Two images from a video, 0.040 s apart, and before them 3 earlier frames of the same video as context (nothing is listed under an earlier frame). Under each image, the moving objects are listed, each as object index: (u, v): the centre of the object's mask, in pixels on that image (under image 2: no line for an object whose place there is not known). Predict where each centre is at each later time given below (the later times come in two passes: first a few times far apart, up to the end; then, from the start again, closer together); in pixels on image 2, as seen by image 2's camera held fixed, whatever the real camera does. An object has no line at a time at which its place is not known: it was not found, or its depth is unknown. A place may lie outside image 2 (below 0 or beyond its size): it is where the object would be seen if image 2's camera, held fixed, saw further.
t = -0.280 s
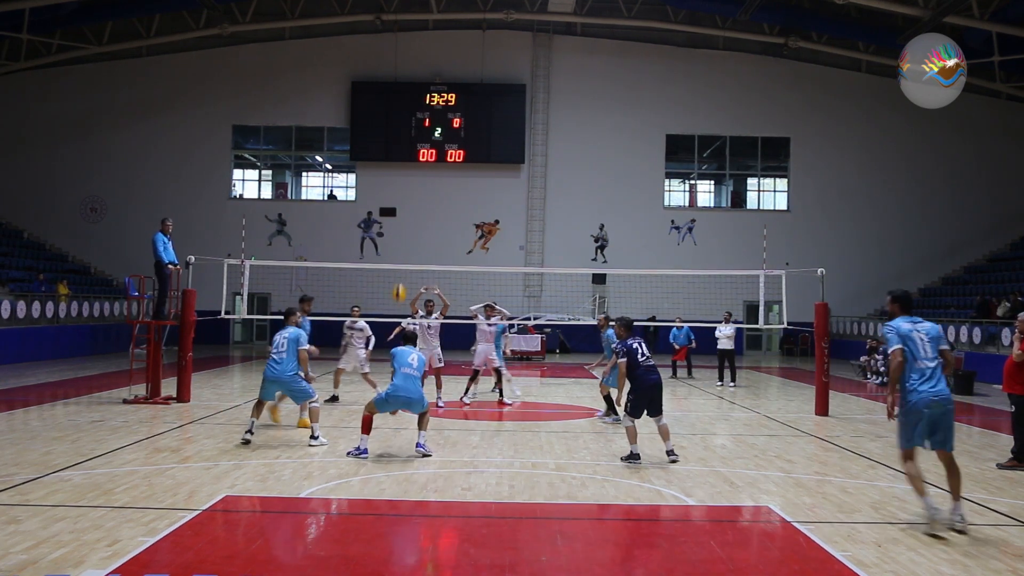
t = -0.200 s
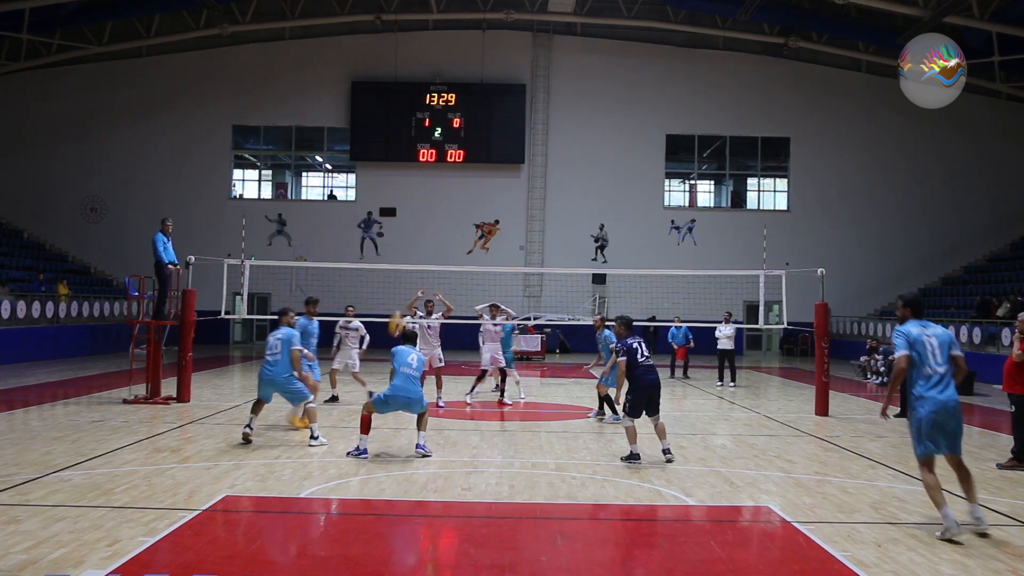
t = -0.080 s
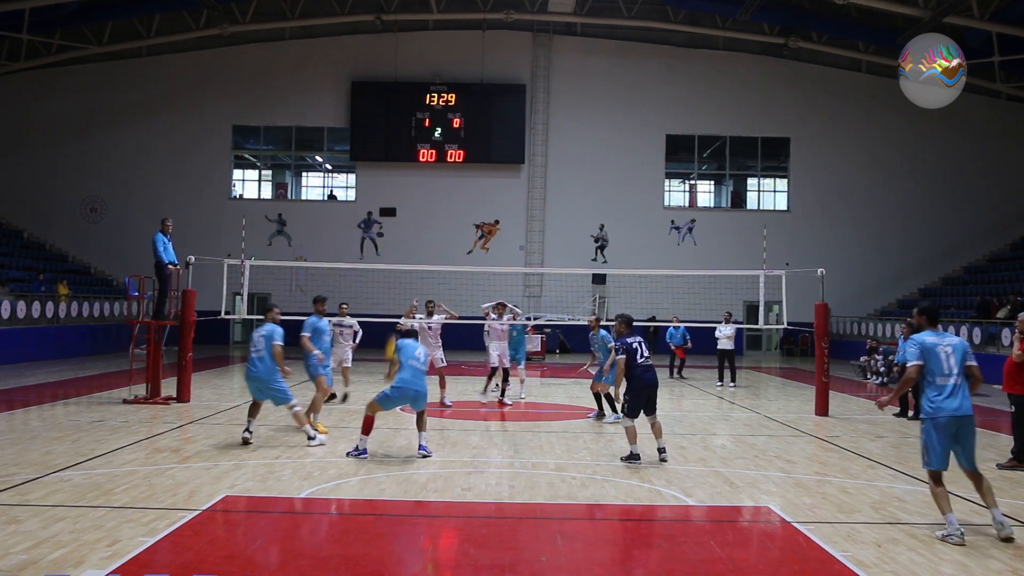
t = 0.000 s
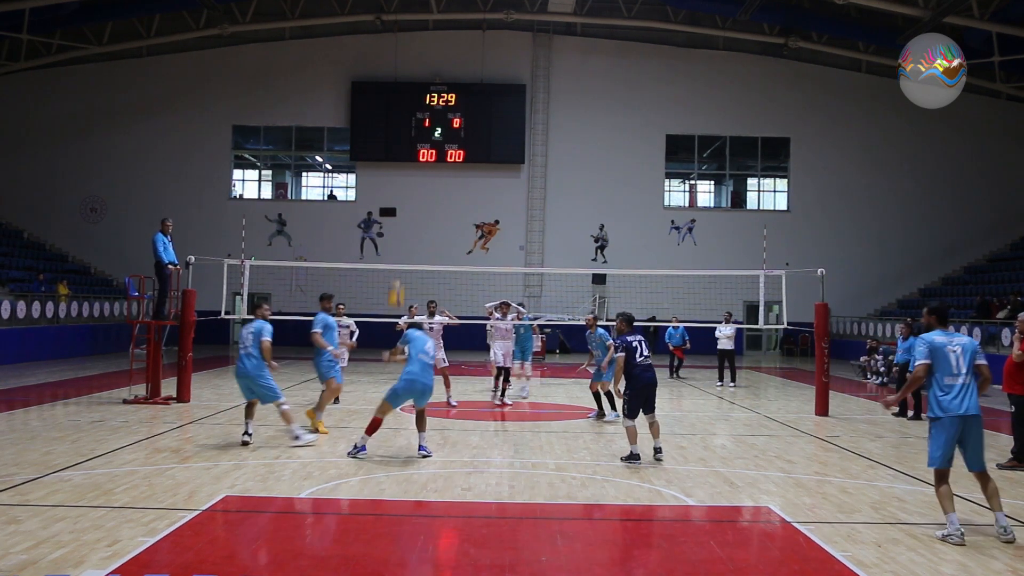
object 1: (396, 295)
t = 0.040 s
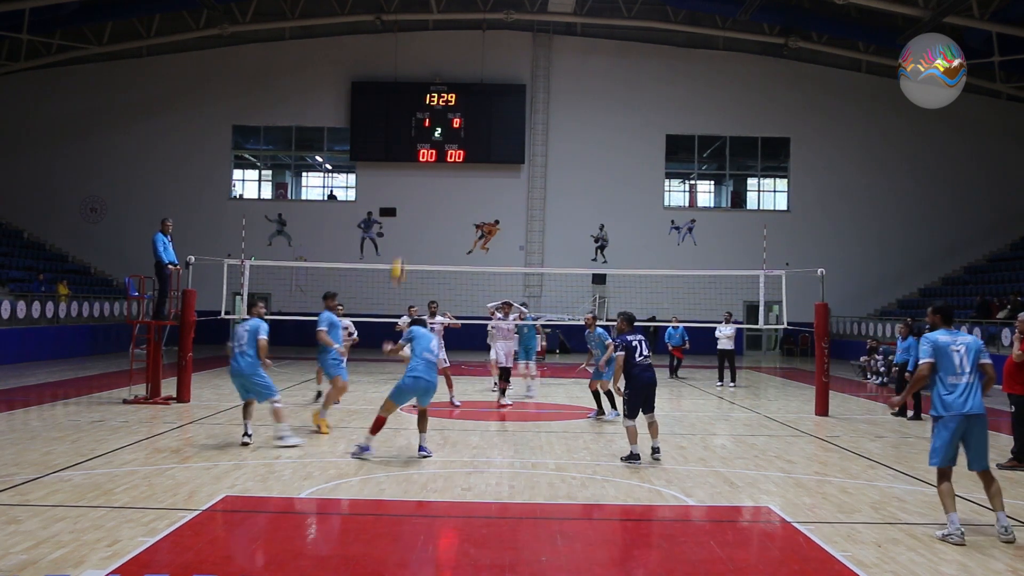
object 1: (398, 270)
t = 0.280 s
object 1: (407, 156)
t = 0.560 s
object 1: (417, 84)
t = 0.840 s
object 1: (423, 69)
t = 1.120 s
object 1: (429, 108)
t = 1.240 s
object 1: (431, 138)
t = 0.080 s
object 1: (399, 247)
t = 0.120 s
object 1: (401, 226)
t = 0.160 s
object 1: (403, 206)
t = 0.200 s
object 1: (405, 187)
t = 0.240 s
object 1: (406, 171)
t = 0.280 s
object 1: (407, 156)
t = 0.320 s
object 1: (409, 142)
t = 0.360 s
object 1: (410, 129)
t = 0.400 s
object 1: (412, 117)
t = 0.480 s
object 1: (414, 99)
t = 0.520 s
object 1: (415, 90)
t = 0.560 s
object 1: (417, 84)
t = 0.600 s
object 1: (418, 78)
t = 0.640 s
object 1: (419, 73)
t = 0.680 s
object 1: (420, 71)
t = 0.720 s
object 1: (421, 68)
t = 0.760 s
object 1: (422, 68)
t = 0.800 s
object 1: (423, 68)
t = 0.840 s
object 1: (423, 69)
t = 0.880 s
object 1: (425, 71)
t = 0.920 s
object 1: (426, 74)
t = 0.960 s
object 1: (426, 79)
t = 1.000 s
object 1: (427, 84)
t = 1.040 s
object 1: (427, 90)
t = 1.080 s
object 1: (427, 98)
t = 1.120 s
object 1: (429, 108)
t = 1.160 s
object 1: (430, 116)
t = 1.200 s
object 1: (430, 126)
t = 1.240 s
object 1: (431, 138)
